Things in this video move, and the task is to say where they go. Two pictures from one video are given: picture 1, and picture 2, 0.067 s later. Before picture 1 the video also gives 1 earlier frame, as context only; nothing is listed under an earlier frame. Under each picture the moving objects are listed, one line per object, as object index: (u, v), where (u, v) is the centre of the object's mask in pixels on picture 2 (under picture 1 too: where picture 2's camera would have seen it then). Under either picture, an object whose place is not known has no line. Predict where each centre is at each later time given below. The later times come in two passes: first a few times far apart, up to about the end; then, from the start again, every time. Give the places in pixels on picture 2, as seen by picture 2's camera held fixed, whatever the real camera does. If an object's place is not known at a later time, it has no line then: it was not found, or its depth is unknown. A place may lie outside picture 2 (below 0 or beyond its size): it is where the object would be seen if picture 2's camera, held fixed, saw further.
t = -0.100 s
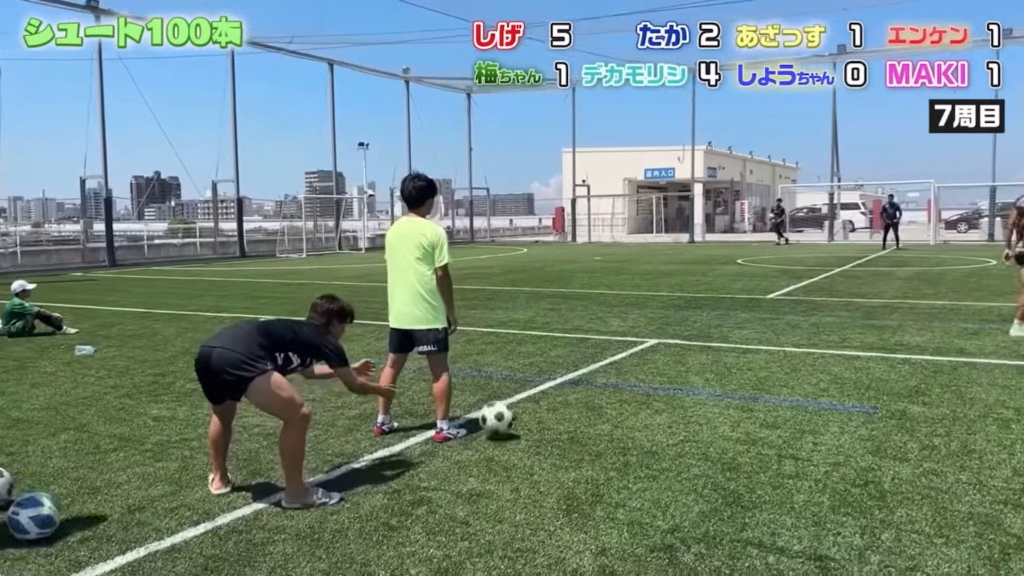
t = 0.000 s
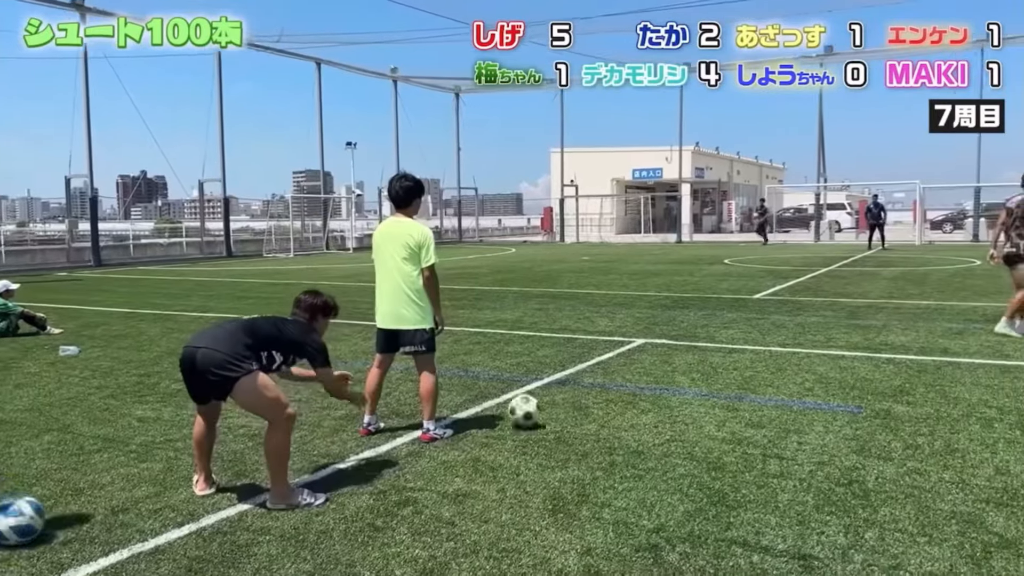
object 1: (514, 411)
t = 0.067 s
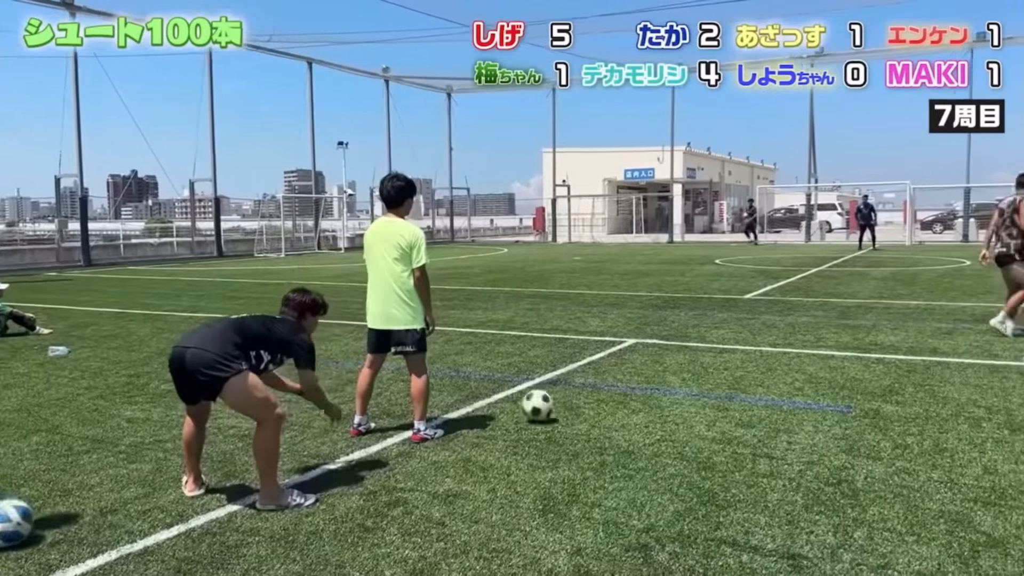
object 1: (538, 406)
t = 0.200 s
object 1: (575, 398)
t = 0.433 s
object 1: (631, 384)
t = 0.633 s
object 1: (670, 374)
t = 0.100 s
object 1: (547, 402)
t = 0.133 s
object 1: (557, 401)
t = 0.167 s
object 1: (565, 400)
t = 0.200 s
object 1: (575, 398)
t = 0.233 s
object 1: (583, 393)
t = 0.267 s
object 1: (593, 392)
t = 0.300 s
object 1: (600, 391)
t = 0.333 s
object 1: (610, 390)
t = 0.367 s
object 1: (617, 387)
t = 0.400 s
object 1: (623, 385)
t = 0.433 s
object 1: (631, 384)
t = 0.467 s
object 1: (638, 383)
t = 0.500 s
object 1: (645, 381)
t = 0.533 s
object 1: (652, 379)
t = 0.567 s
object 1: (659, 378)
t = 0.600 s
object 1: (664, 376)
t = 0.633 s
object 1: (670, 374)
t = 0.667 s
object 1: (675, 373)
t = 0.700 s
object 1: (683, 372)
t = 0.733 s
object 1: (689, 370)
